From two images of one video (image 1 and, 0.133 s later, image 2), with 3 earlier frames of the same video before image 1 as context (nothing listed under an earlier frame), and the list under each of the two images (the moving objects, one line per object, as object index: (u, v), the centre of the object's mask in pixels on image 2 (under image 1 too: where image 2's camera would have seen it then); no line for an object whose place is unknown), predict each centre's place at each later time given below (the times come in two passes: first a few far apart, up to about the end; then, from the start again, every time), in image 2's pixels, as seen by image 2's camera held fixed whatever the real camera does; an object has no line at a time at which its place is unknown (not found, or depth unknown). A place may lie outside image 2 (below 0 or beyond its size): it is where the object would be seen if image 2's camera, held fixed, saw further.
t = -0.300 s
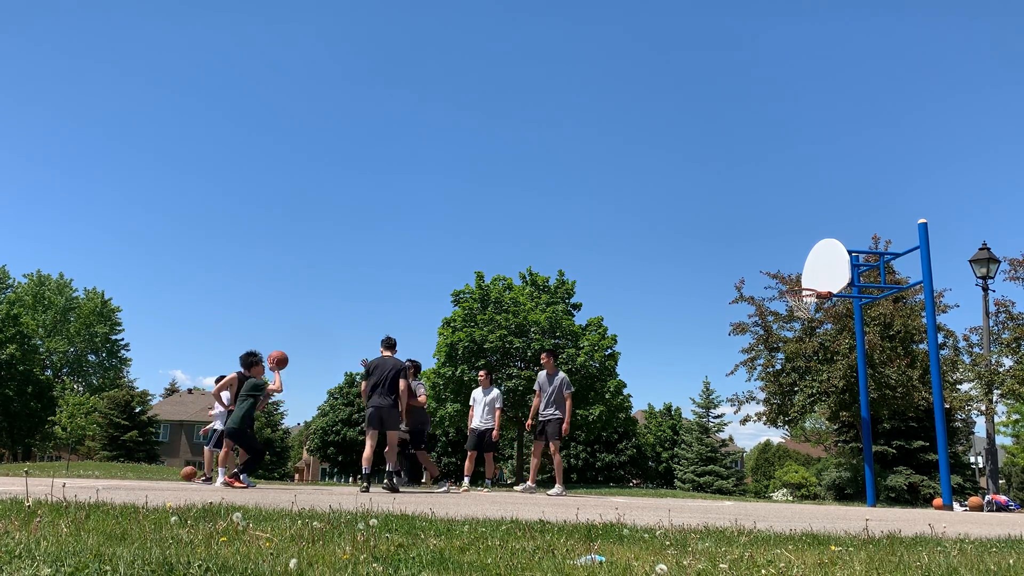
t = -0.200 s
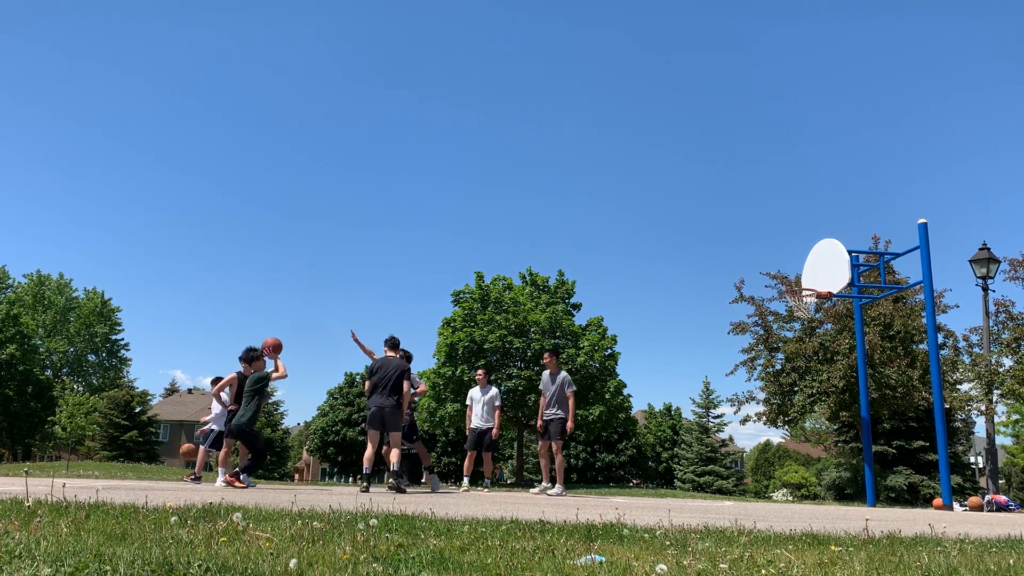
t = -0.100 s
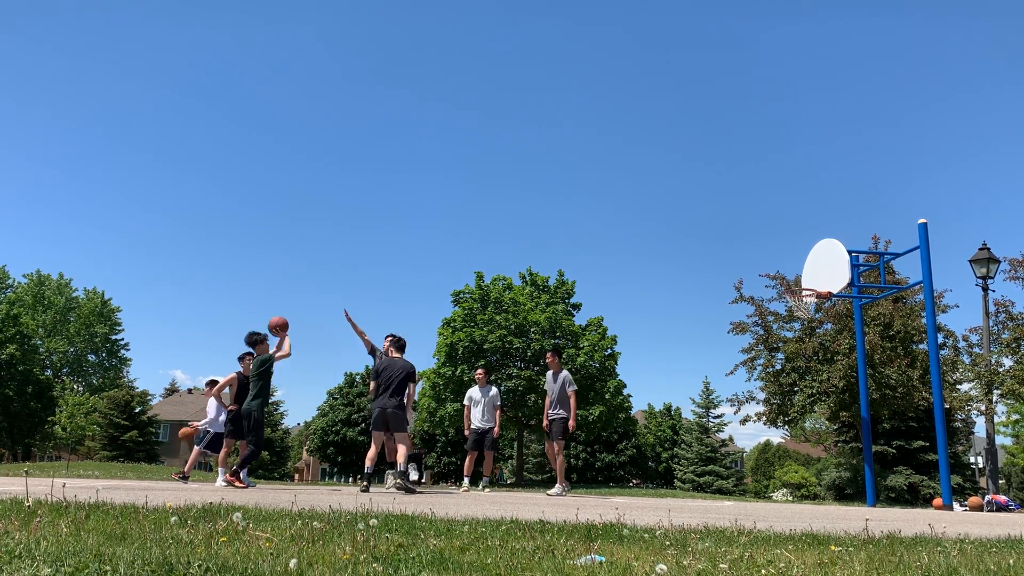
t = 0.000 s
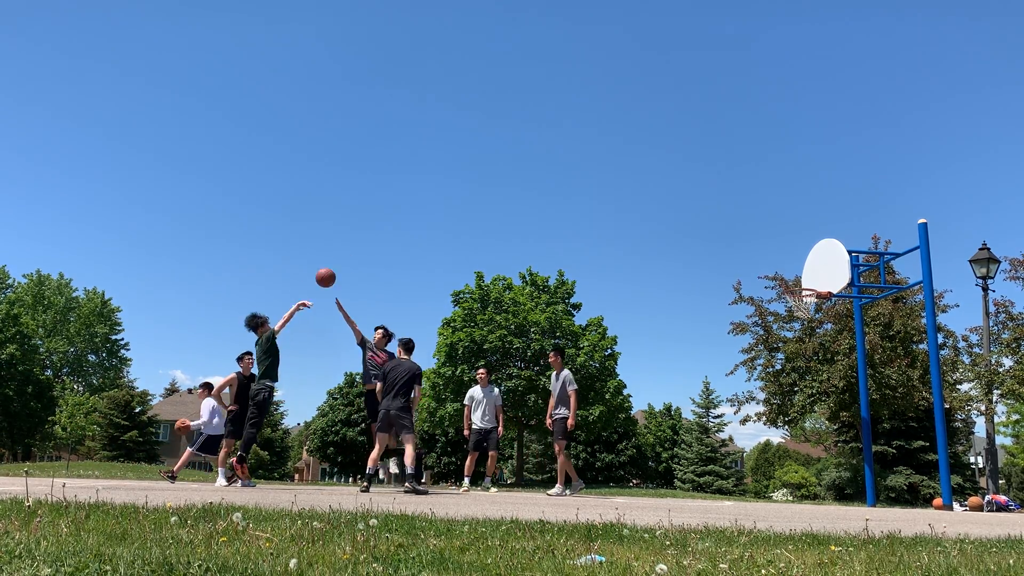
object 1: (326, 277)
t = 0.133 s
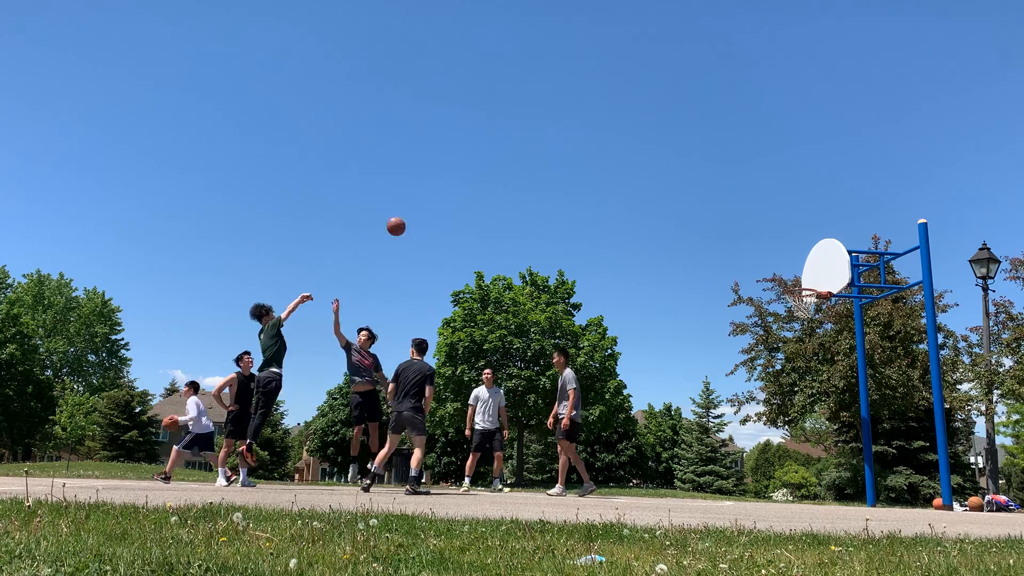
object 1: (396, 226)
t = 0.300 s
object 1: (475, 186)
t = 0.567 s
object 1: (585, 165)
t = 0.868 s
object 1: (693, 197)
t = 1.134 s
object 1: (782, 270)
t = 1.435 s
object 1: (838, 265)
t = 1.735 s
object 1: (895, 291)
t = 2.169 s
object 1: (1016, 499)
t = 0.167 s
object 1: (413, 216)
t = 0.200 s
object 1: (429, 207)
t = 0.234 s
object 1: (444, 199)
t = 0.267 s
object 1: (460, 192)
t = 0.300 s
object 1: (475, 186)
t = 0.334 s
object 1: (489, 180)
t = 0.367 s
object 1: (504, 176)
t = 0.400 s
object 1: (518, 172)
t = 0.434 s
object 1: (532, 169)
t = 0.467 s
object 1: (546, 167)
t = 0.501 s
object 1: (559, 165)
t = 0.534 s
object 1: (572, 165)
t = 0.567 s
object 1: (585, 165)
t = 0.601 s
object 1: (598, 166)
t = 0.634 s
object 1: (610, 168)
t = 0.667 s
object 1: (623, 170)
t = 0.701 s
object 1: (635, 173)
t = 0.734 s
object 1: (647, 176)
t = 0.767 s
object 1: (659, 181)
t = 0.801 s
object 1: (670, 185)
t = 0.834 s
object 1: (682, 191)
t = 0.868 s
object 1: (693, 197)
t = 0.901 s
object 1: (705, 204)
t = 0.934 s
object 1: (716, 212)
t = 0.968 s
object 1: (727, 220)
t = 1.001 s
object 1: (738, 229)
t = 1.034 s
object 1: (750, 238)
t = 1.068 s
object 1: (761, 248)
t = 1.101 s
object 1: (772, 259)
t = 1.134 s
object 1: (782, 270)
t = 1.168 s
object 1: (793, 282)
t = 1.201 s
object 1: (802, 286)
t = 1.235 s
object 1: (806, 283)
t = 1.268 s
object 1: (812, 279)
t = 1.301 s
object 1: (816, 274)
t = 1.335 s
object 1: (821, 271)
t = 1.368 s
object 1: (827, 268)
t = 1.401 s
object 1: (832, 266)
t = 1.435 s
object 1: (838, 265)
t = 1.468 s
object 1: (844, 265)
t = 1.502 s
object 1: (849, 265)
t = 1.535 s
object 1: (855, 266)
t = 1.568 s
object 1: (861, 268)
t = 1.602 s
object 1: (868, 271)
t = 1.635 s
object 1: (873, 274)
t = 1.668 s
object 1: (881, 279)
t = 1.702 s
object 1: (889, 284)
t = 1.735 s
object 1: (895, 291)
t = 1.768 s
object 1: (903, 299)
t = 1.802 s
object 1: (910, 308)
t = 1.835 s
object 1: (919, 319)
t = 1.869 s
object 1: (927, 330)
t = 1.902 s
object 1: (935, 342)
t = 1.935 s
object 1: (945, 356)
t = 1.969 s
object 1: (954, 372)
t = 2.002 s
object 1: (963, 388)
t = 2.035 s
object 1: (974, 407)
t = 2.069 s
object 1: (984, 427)
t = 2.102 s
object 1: (995, 450)
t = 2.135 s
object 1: (1007, 473)
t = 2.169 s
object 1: (1016, 499)
